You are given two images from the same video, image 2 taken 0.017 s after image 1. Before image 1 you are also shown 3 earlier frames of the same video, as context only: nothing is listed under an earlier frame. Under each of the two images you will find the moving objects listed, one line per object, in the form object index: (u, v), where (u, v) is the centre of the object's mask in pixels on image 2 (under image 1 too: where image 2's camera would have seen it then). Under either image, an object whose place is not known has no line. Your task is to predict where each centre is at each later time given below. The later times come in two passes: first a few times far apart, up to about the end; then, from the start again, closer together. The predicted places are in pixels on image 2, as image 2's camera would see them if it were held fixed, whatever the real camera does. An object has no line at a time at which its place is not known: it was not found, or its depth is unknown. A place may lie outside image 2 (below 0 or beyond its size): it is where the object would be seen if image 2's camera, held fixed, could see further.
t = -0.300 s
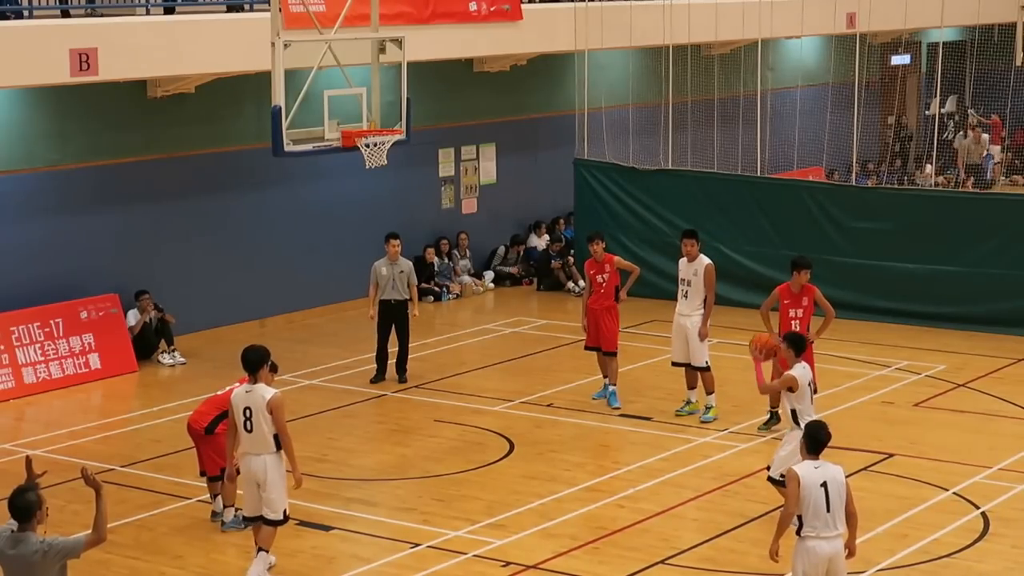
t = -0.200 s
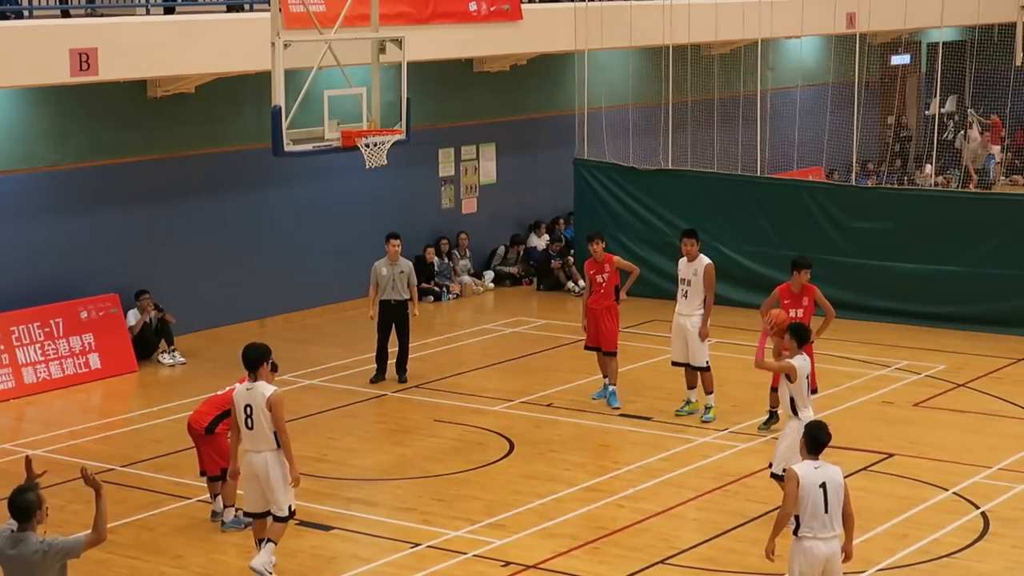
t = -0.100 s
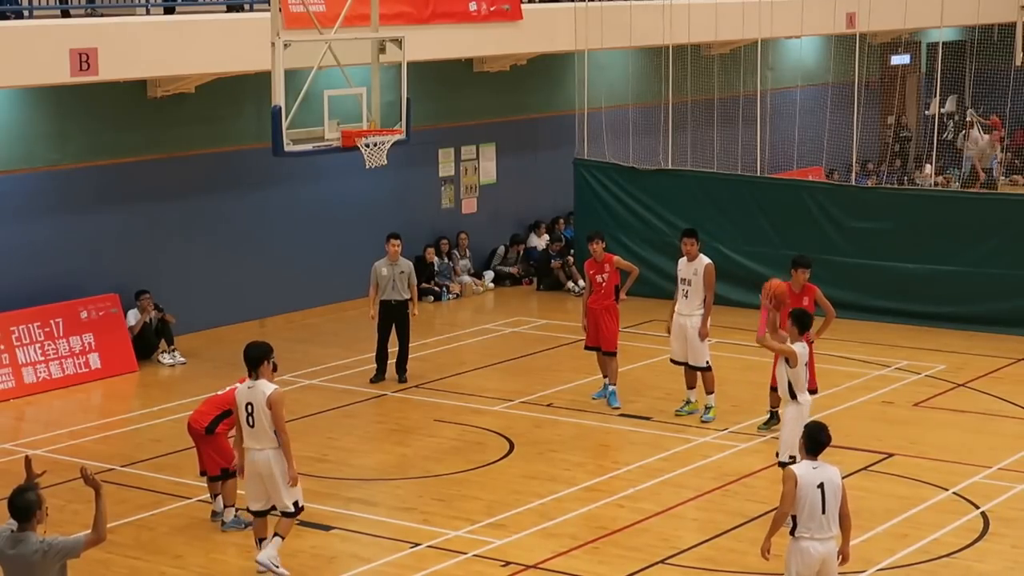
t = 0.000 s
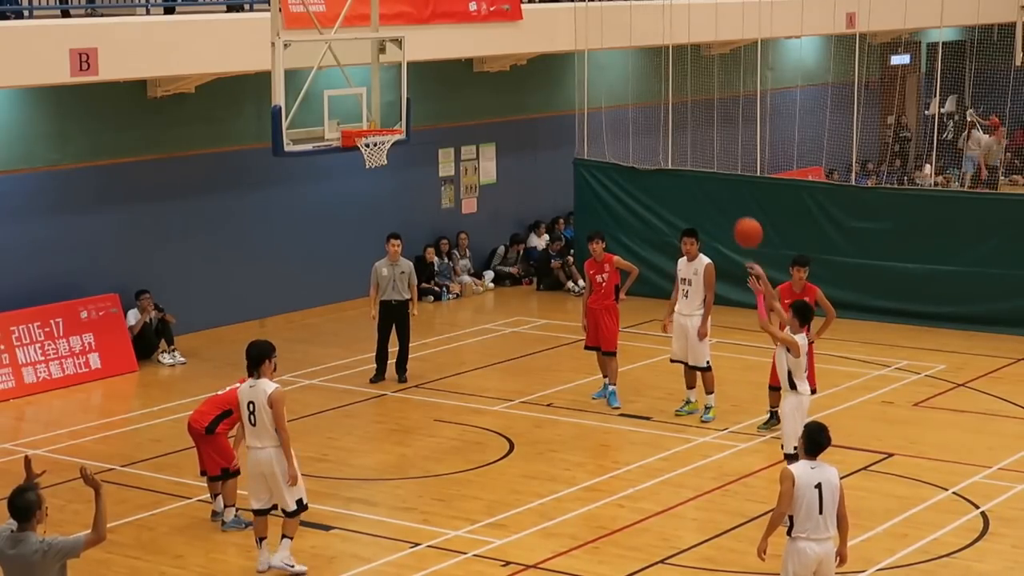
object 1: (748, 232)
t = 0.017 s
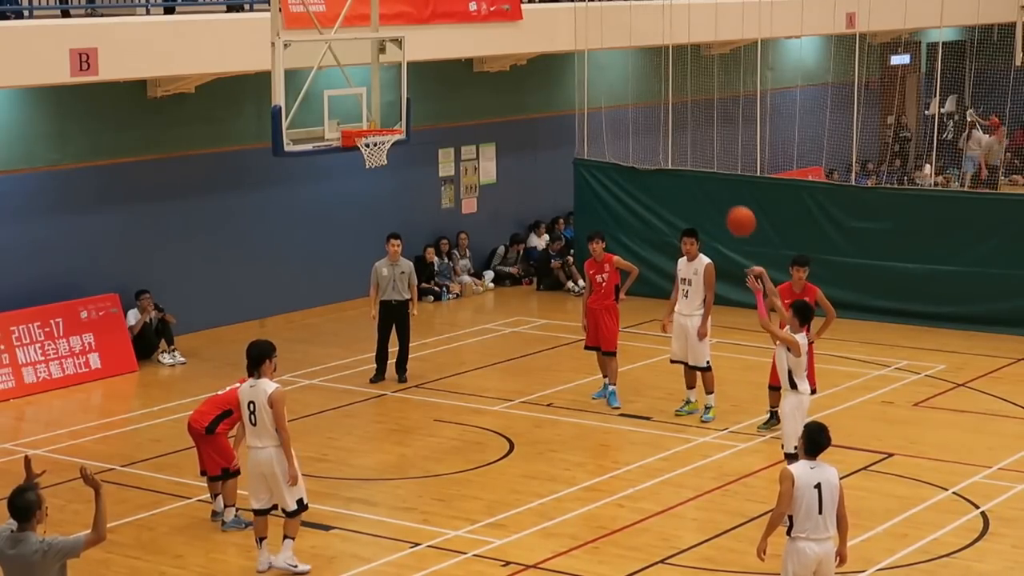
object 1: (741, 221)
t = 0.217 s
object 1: (658, 113)
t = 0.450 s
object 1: (567, 47)
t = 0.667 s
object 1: (488, 41)
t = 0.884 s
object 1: (416, 83)
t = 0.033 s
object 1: (734, 210)
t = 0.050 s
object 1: (727, 200)
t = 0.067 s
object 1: (720, 189)
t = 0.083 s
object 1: (713, 180)
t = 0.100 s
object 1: (706, 171)
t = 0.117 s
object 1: (699, 161)
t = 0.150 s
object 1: (686, 143)
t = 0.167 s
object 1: (679, 135)
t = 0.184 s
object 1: (671, 127)
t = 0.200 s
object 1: (665, 120)
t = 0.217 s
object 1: (658, 113)
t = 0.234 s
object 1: (651, 106)
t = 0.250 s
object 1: (645, 100)
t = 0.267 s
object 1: (638, 93)
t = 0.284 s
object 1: (631, 87)
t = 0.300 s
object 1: (625, 82)
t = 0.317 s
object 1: (618, 77)
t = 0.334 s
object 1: (611, 72)
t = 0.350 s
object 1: (605, 67)
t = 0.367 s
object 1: (599, 64)
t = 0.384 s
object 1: (592, 60)
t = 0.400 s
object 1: (586, 56)
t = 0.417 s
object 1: (580, 52)
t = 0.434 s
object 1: (573, 50)
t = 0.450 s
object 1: (567, 47)
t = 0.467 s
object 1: (561, 45)
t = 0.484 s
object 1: (554, 43)
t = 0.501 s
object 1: (548, 41)
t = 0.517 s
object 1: (542, 40)
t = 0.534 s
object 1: (536, 39)
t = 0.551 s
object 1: (530, 38)
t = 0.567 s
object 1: (524, 38)
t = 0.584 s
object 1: (518, 37)
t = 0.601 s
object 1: (512, 38)
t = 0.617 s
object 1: (506, 38)
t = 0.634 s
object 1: (500, 39)
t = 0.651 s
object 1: (494, 40)
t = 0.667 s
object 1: (488, 41)
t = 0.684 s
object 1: (483, 43)
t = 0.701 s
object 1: (477, 45)
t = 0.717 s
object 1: (471, 47)
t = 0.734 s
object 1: (466, 49)
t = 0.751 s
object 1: (460, 52)
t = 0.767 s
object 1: (454, 55)
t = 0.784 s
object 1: (448, 59)
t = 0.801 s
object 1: (443, 62)
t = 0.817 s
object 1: (437, 66)
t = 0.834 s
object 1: (432, 70)
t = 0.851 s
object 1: (426, 74)
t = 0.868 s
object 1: (421, 78)
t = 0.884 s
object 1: (416, 83)
